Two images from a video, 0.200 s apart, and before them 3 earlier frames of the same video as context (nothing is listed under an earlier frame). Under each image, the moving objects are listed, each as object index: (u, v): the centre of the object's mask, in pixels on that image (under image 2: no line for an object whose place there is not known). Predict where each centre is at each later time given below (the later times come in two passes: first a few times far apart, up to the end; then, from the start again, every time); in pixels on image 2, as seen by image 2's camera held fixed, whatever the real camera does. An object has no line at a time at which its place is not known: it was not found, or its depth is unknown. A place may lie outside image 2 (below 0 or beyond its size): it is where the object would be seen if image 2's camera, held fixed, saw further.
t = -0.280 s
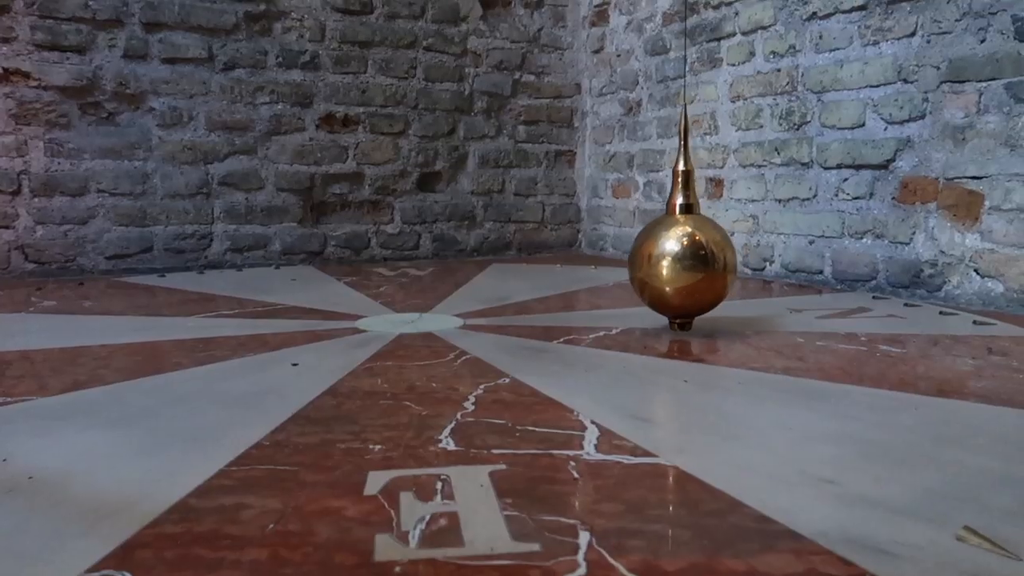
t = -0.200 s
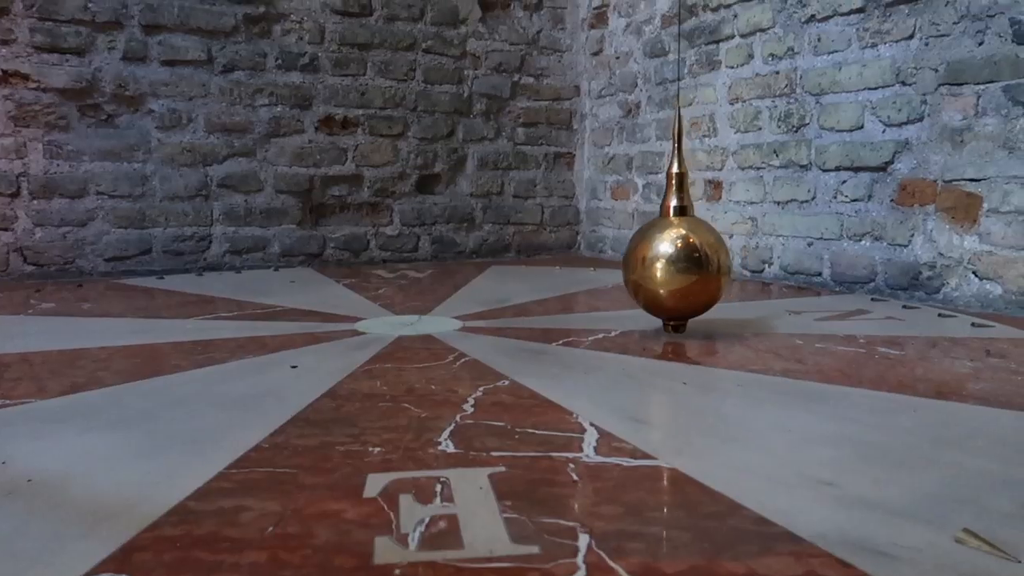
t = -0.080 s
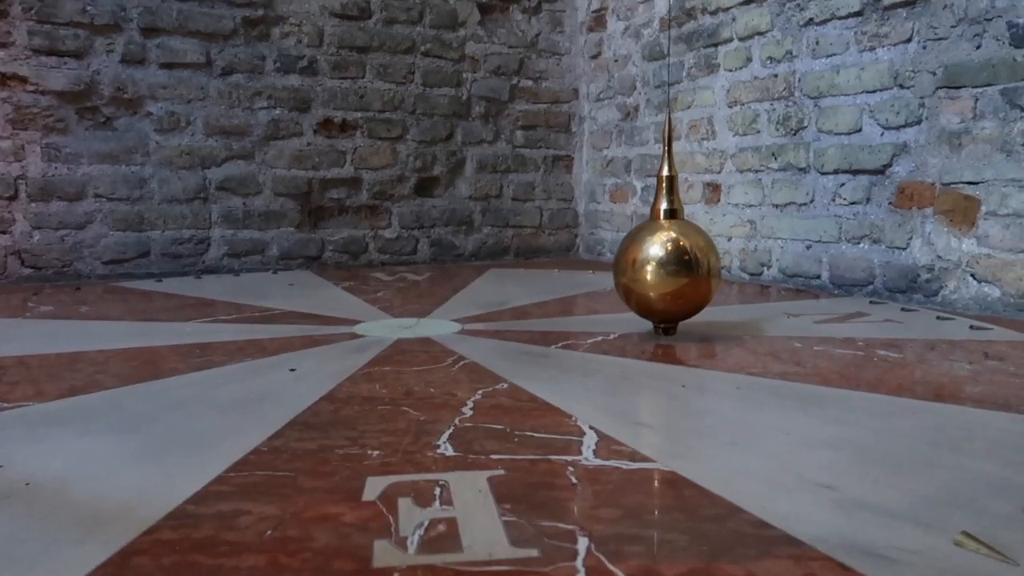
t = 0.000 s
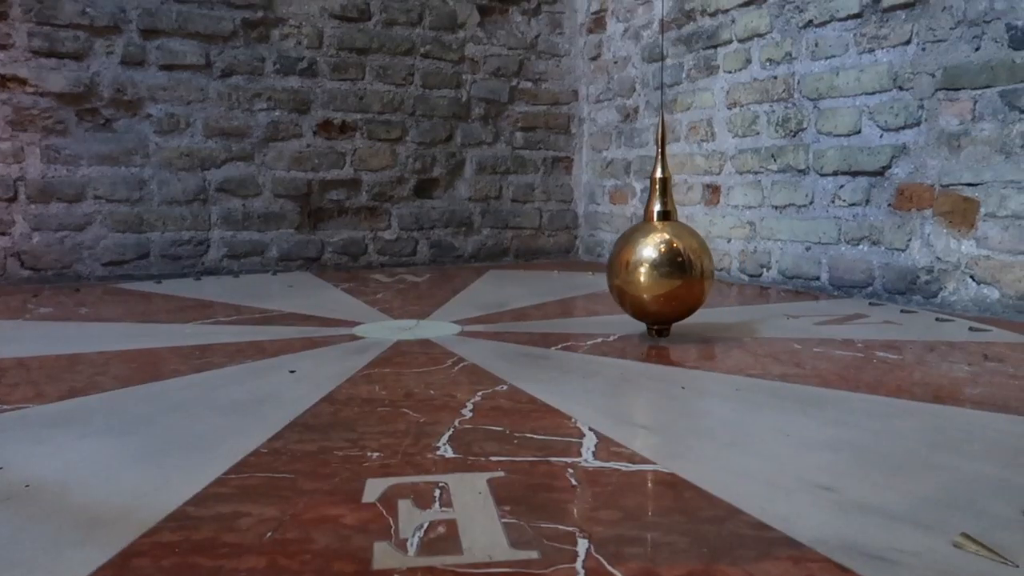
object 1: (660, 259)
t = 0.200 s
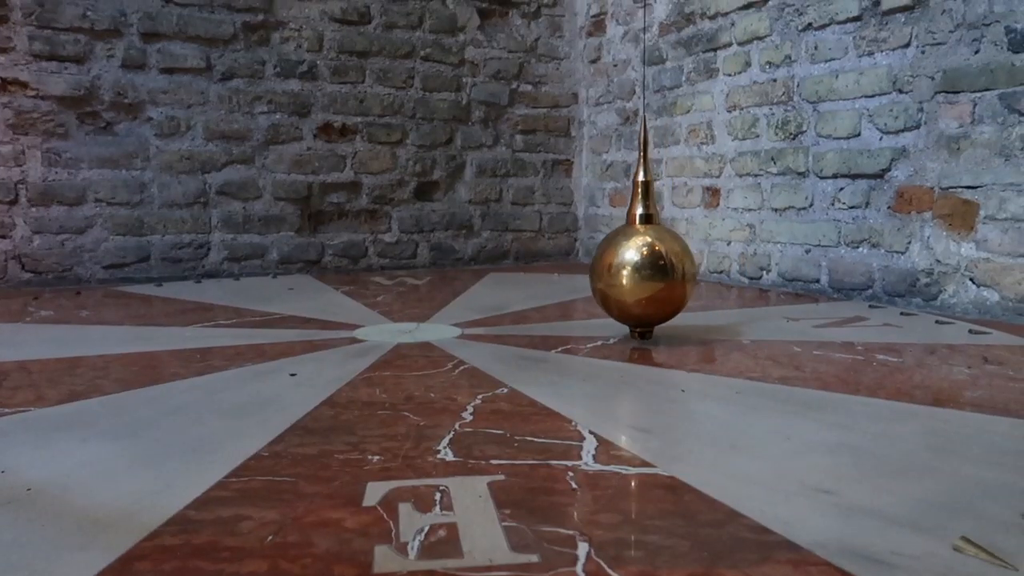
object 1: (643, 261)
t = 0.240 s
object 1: (639, 262)
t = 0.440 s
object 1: (618, 262)
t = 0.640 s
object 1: (595, 262)
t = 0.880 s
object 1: (565, 261)
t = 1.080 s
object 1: (539, 262)
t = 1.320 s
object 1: (506, 261)
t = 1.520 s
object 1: (478, 260)
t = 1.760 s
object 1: (443, 259)
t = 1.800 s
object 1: (437, 259)
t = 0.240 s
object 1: (639, 262)
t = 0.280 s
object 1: (635, 261)
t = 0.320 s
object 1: (631, 261)
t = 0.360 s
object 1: (627, 262)
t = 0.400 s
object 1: (622, 261)
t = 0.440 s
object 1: (618, 262)
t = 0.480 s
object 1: (614, 262)
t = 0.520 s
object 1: (609, 262)
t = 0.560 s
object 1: (605, 262)
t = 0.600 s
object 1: (600, 261)
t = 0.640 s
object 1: (595, 262)
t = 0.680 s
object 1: (590, 262)
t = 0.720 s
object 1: (586, 261)
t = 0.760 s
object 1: (581, 261)
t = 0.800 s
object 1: (576, 261)
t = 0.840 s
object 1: (570, 262)
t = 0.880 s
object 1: (565, 261)
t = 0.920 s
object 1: (560, 262)
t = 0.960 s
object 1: (555, 262)
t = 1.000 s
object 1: (550, 261)
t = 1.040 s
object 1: (544, 261)
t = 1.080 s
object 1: (539, 262)
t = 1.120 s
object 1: (534, 262)
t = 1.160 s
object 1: (528, 261)
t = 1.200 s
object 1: (523, 262)
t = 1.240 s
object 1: (518, 261)
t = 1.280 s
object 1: (512, 262)
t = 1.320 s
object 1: (506, 261)
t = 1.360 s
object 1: (501, 261)
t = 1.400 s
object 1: (495, 261)
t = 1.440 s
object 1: (489, 260)
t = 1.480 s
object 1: (483, 260)
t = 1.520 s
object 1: (478, 260)
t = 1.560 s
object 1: (472, 260)
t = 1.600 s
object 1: (466, 261)
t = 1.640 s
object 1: (460, 261)
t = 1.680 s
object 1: (454, 260)
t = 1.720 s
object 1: (448, 260)
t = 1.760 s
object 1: (443, 259)
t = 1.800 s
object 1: (437, 259)
